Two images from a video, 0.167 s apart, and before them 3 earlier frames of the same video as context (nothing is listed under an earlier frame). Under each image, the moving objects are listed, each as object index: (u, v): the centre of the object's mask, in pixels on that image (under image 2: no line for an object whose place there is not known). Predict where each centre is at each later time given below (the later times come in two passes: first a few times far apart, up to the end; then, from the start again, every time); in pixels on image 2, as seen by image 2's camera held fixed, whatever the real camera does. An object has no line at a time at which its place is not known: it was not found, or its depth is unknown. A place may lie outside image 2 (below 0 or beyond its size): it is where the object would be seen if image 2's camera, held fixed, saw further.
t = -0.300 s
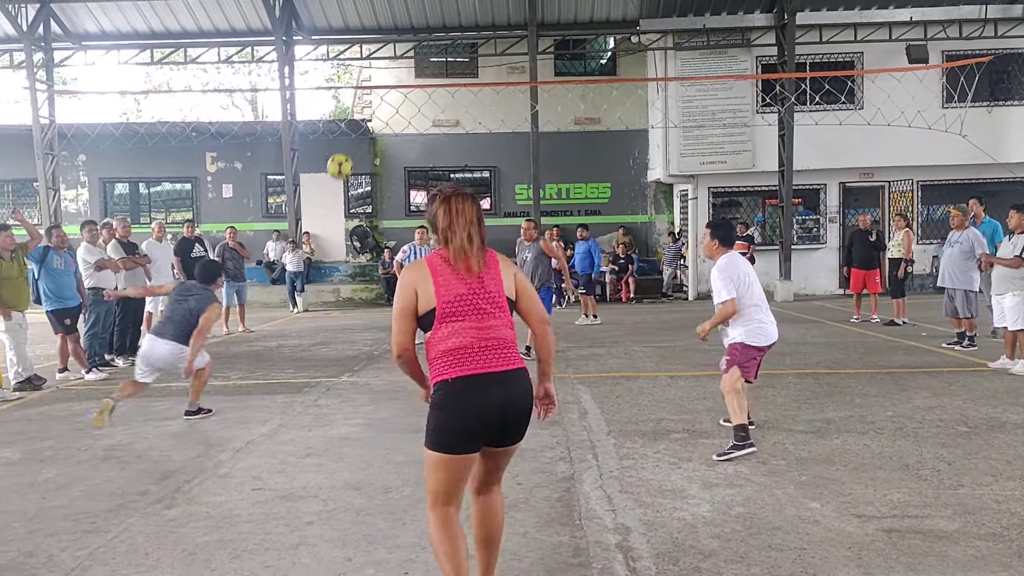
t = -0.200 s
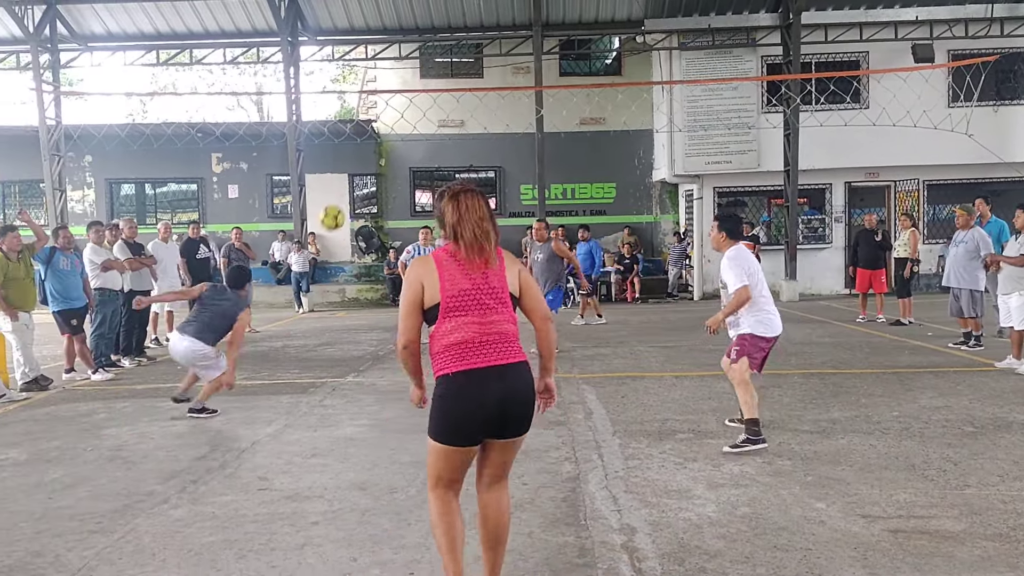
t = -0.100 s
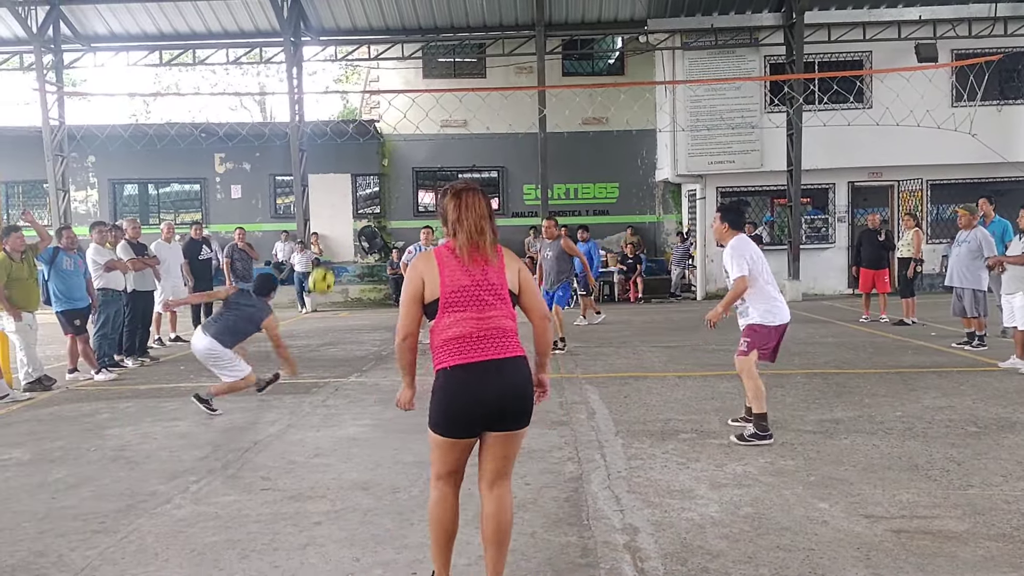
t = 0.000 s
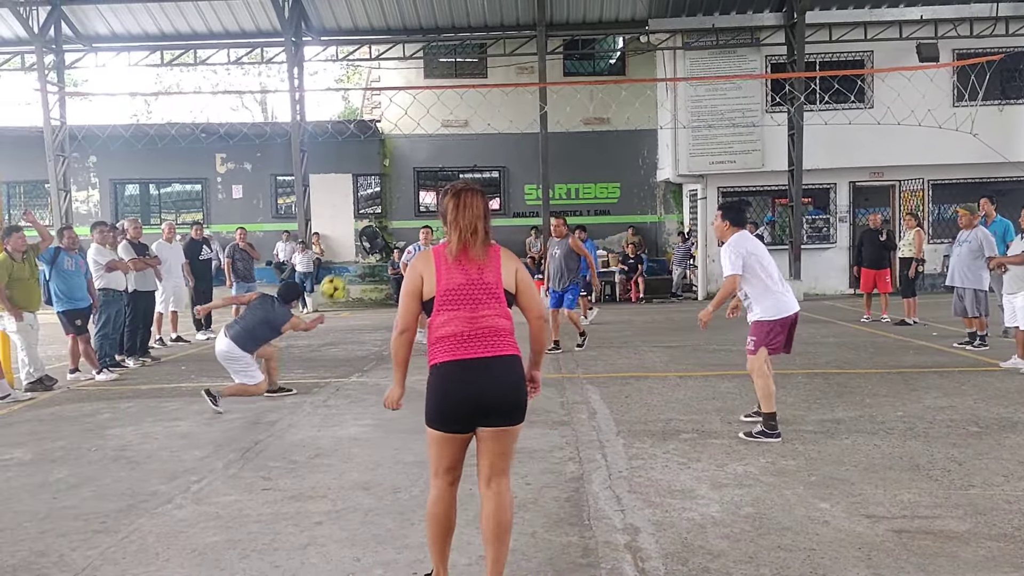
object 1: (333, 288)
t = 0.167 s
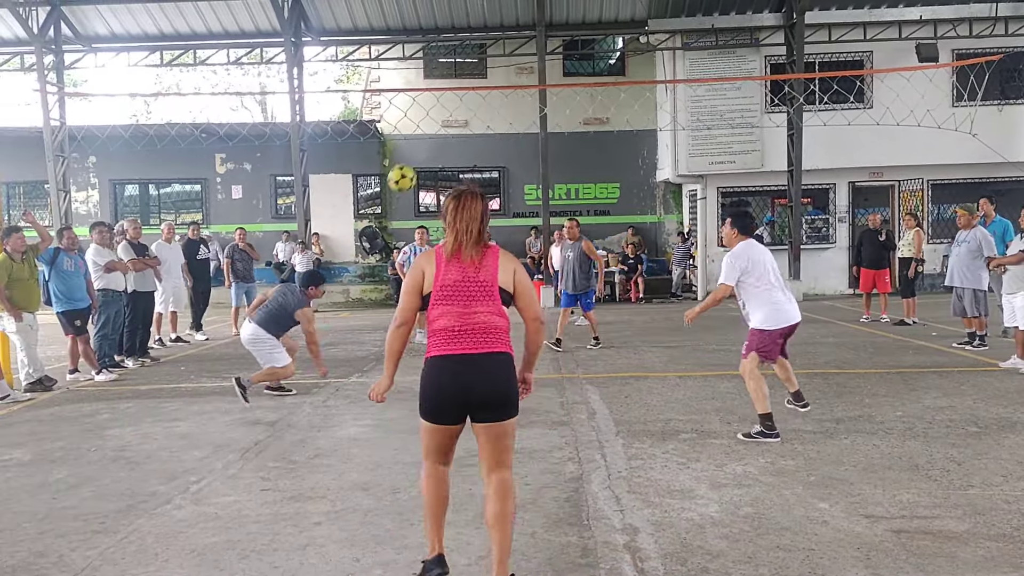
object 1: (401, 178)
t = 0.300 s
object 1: (460, 108)
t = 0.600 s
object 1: (604, 18)
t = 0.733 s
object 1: (673, 12)
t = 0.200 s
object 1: (416, 160)
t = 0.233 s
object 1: (430, 141)
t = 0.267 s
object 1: (445, 125)
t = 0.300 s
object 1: (460, 108)
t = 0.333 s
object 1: (475, 94)
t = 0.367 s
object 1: (490, 79)
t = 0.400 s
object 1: (506, 66)
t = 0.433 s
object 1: (522, 55)
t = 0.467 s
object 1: (538, 45)
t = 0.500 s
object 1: (554, 36)
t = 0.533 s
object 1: (570, 29)
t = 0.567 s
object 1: (587, 22)
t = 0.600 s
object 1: (604, 18)
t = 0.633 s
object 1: (621, 14)
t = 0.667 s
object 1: (639, 12)
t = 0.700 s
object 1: (656, 12)
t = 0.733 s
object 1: (673, 12)
